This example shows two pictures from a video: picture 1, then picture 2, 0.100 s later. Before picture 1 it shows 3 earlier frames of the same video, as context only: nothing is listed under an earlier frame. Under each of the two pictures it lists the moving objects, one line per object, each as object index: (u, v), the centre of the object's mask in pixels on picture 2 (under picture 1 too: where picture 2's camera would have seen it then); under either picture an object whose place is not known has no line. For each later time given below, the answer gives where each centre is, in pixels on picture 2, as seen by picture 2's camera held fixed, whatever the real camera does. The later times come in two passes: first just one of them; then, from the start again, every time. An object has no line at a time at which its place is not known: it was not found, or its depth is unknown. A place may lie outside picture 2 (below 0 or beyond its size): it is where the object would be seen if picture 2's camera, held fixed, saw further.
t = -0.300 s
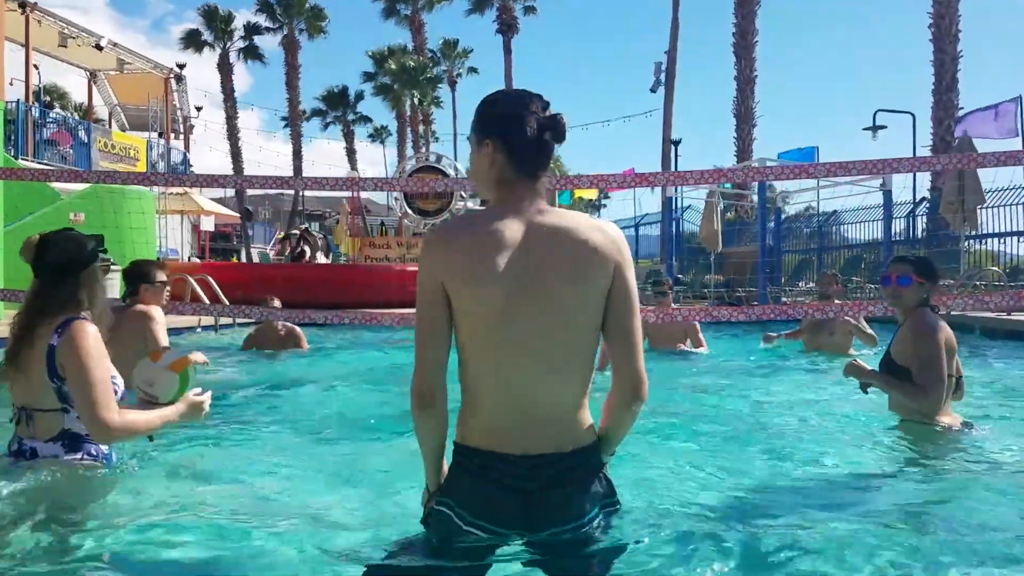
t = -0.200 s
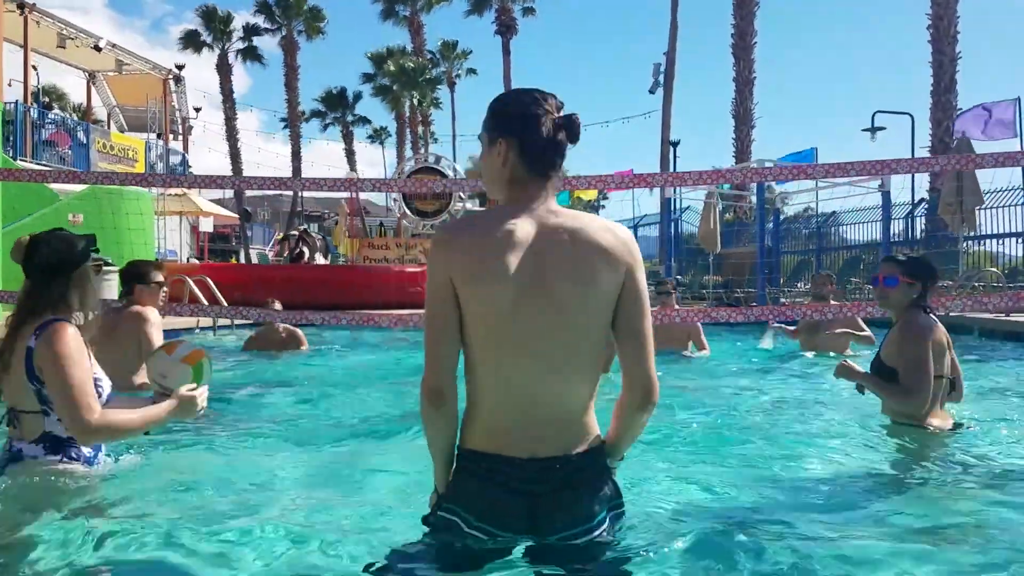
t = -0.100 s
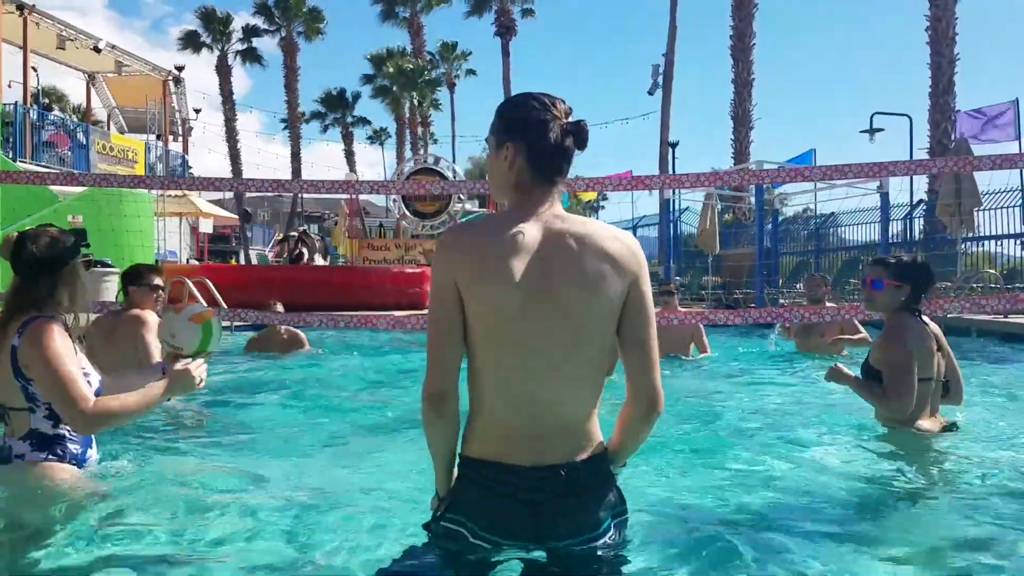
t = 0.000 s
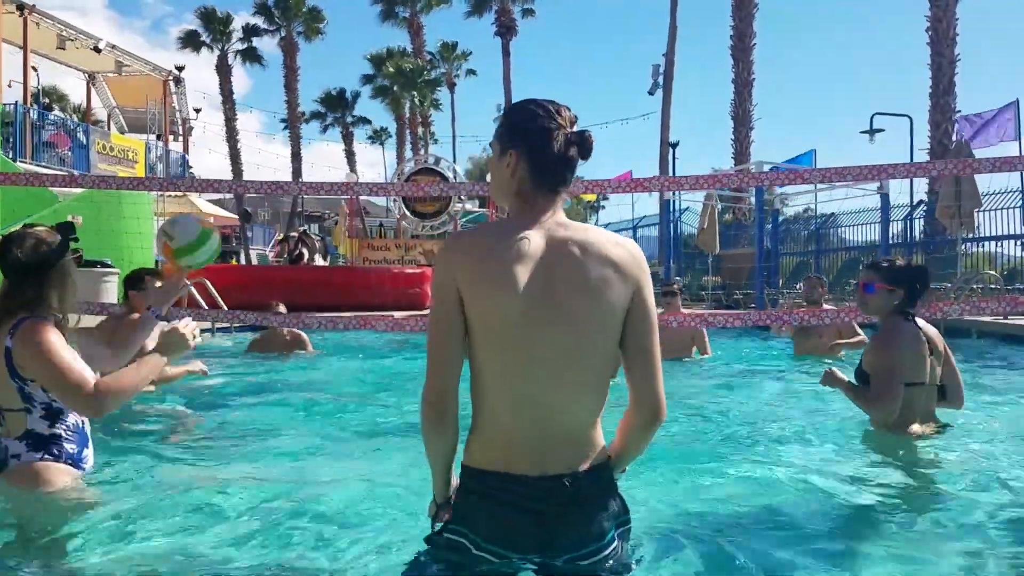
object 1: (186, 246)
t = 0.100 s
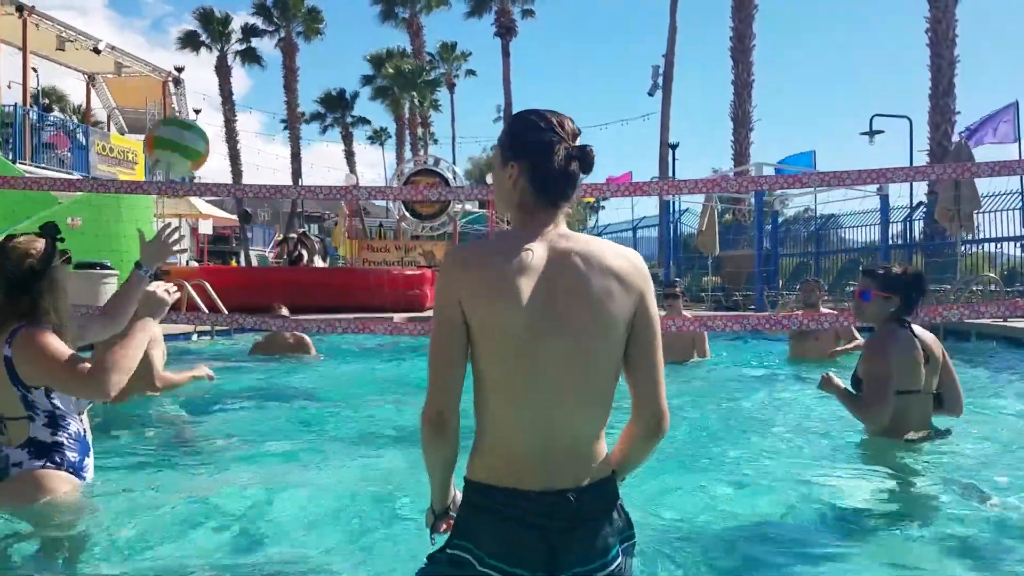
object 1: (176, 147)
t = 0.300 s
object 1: (155, 28)
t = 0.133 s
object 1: (173, 119)
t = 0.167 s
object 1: (169, 95)
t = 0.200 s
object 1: (165, 72)
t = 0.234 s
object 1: (162, 55)
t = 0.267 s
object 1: (158, 39)
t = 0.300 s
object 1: (155, 28)
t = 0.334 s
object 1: (152, 21)
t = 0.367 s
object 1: (149, 18)
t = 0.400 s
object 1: (145, 17)
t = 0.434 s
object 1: (142, 18)
